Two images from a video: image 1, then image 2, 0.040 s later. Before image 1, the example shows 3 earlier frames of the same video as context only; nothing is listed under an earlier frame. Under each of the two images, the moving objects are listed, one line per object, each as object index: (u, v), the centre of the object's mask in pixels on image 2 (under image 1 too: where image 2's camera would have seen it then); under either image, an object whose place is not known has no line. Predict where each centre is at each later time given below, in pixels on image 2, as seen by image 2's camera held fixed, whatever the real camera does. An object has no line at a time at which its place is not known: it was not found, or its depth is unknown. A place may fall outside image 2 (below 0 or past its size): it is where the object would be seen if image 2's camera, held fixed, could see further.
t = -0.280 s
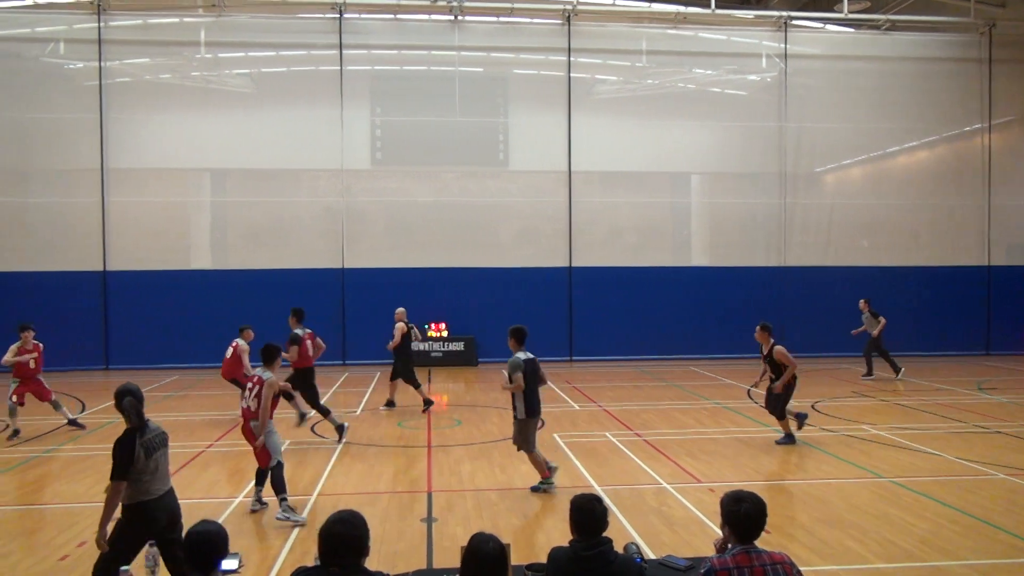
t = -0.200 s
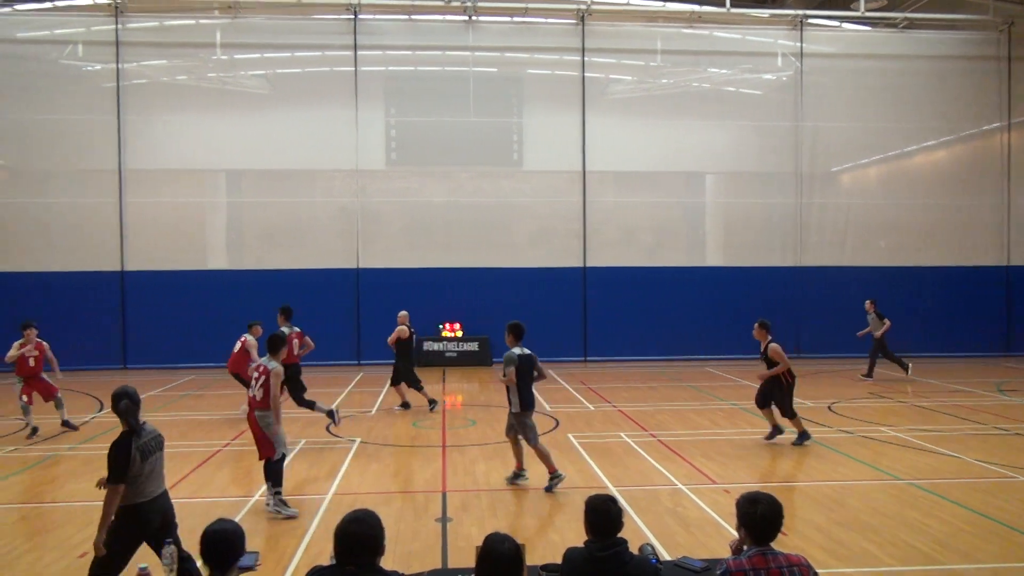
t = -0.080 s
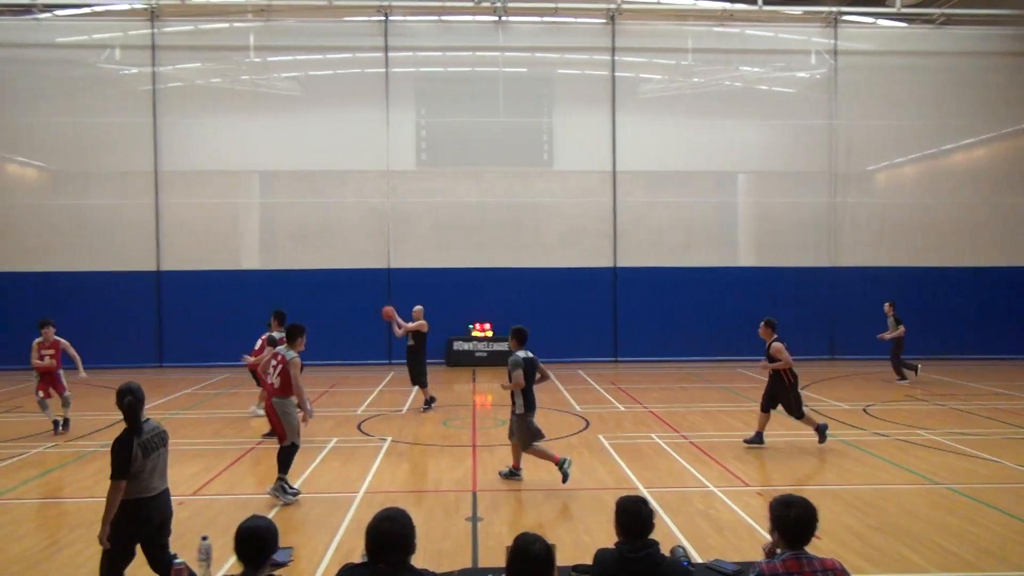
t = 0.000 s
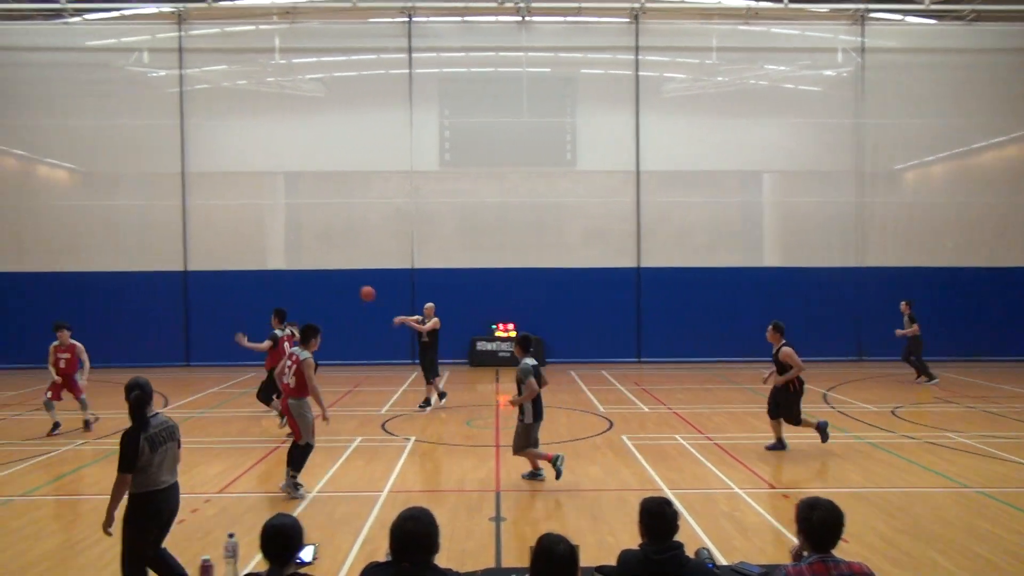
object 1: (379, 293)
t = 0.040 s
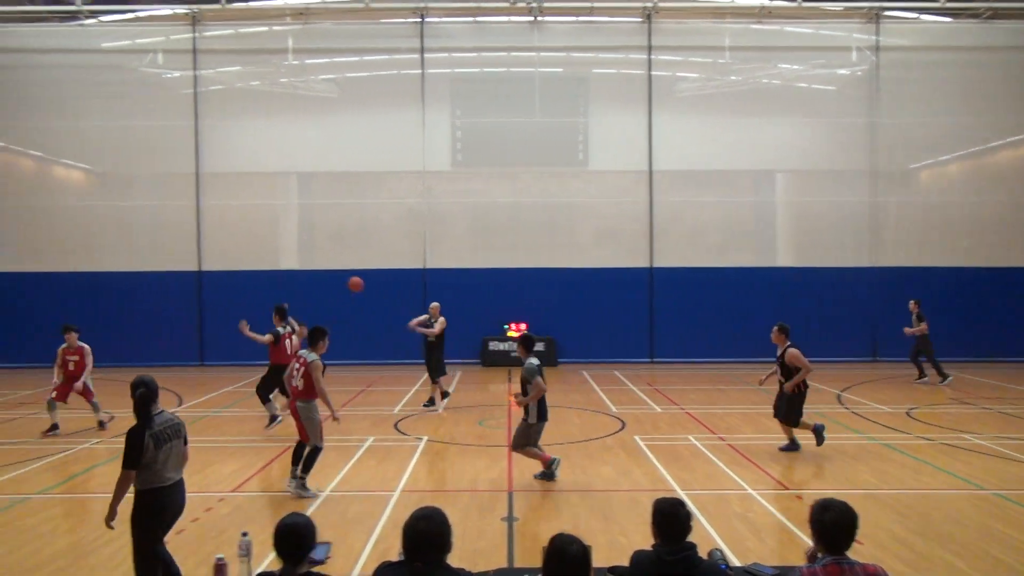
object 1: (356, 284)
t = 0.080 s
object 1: (330, 276)
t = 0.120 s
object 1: (304, 268)
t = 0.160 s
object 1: (276, 259)
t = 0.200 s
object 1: (247, 252)
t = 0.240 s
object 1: (217, 246)
